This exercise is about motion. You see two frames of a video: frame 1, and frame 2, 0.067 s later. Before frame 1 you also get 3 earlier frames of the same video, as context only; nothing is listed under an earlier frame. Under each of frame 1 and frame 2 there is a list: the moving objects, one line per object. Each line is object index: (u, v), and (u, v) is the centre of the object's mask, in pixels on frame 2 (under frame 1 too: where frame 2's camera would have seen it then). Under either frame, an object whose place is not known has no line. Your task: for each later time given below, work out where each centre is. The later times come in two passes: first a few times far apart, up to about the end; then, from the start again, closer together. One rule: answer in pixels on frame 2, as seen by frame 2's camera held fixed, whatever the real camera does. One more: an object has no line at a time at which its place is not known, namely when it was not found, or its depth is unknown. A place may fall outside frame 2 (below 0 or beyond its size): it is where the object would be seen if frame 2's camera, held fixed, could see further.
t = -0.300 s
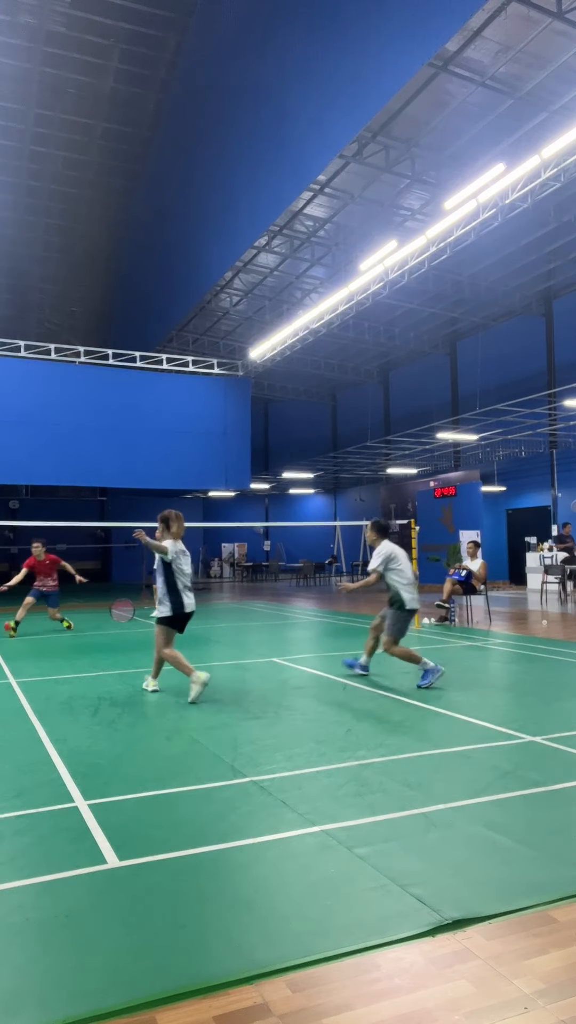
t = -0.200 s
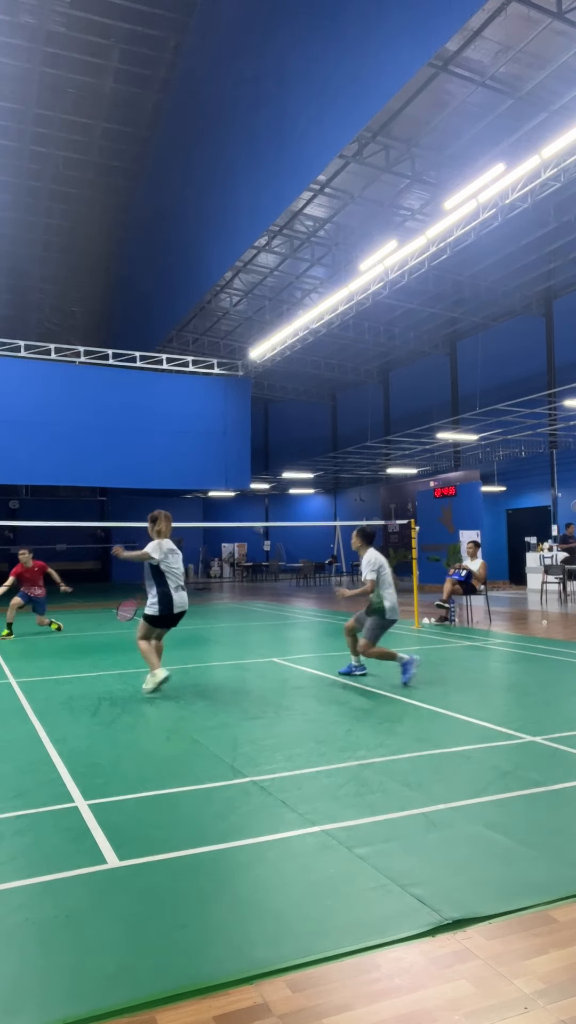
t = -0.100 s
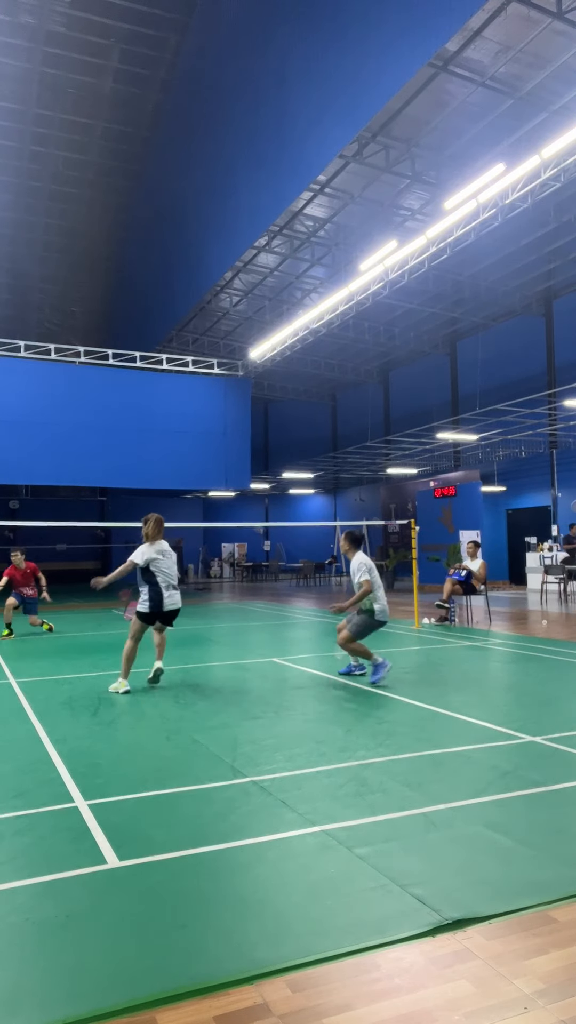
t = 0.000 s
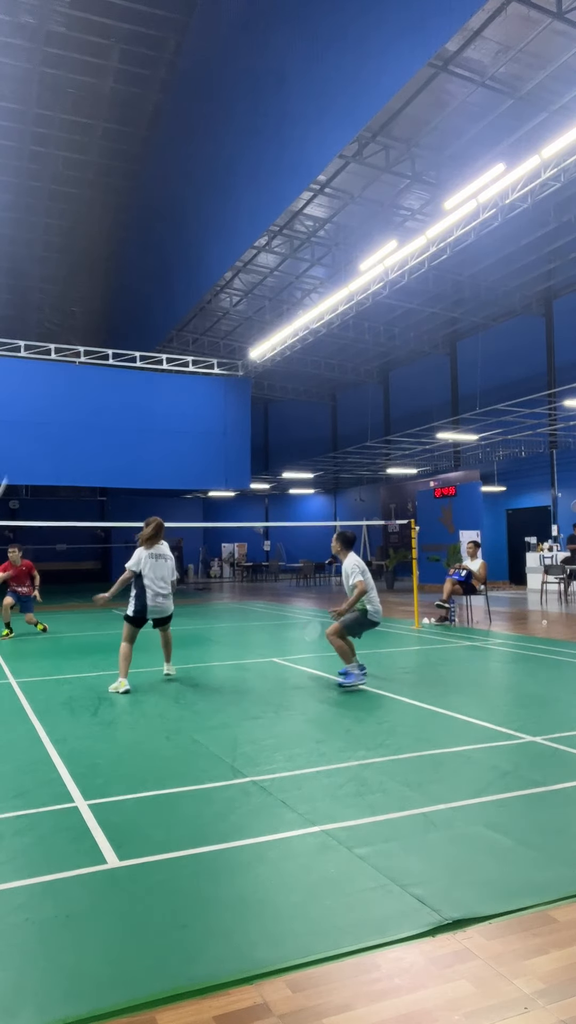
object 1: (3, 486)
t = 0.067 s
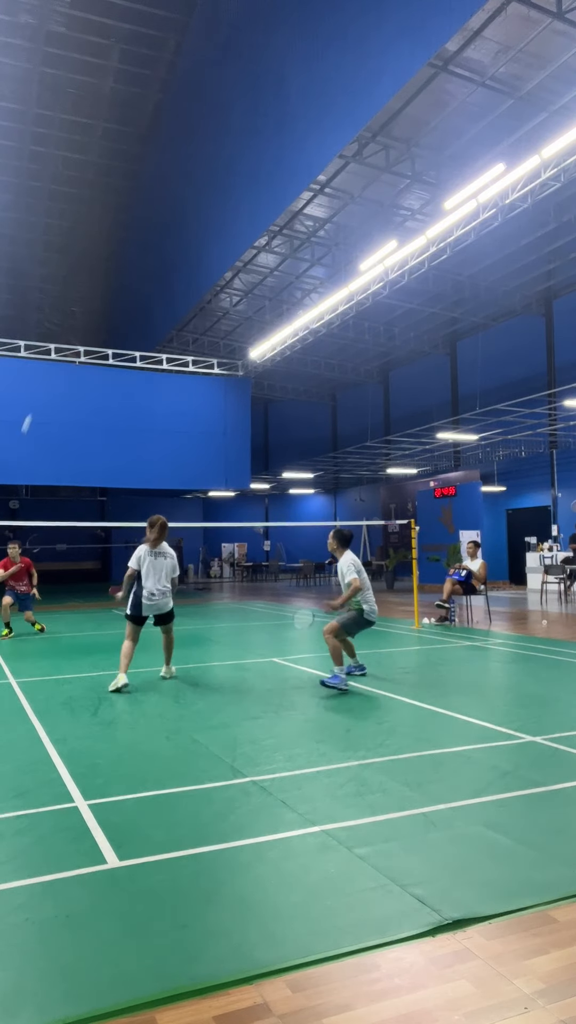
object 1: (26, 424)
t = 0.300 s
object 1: (100, 259)
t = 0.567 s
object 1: (178, 146)
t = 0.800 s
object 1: (246, 108)
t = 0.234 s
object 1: (80, 300)
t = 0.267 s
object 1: (91, 279)
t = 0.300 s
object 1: (100, 259)
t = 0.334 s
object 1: (110, 241)
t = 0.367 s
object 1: (120, 224)
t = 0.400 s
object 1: (130, 209)
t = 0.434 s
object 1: (139, 194)
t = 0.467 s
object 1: (149, 180)
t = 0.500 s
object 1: (159, 168)
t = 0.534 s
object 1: (168, 157)
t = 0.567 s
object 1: (178, 146)
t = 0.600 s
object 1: (188, 137)
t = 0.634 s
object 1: (197, 129)
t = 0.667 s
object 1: (207, 122)
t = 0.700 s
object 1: (217, 117)
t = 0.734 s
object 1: (226, 112)
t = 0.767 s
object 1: (236, 109)
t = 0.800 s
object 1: (246, 108)
